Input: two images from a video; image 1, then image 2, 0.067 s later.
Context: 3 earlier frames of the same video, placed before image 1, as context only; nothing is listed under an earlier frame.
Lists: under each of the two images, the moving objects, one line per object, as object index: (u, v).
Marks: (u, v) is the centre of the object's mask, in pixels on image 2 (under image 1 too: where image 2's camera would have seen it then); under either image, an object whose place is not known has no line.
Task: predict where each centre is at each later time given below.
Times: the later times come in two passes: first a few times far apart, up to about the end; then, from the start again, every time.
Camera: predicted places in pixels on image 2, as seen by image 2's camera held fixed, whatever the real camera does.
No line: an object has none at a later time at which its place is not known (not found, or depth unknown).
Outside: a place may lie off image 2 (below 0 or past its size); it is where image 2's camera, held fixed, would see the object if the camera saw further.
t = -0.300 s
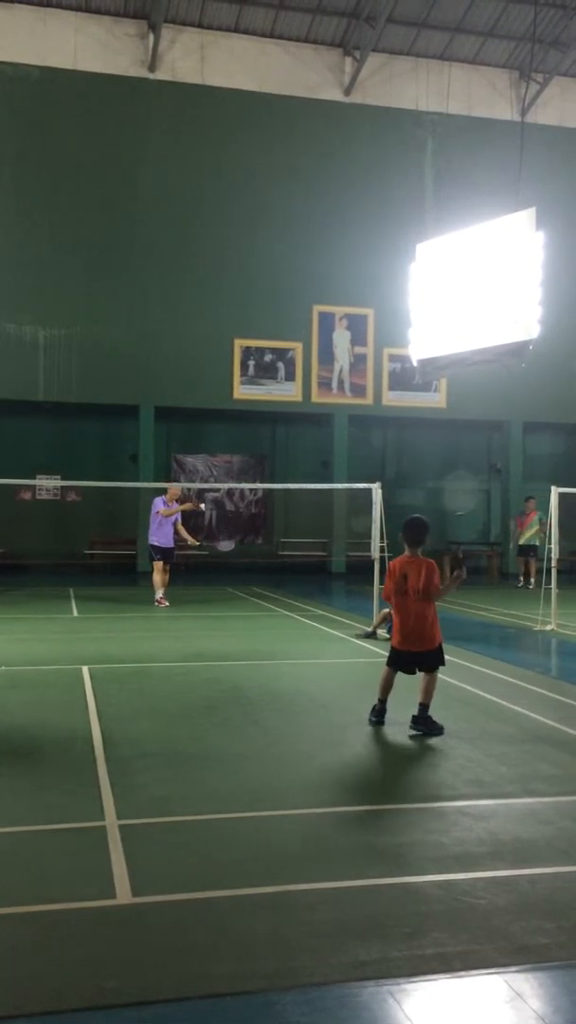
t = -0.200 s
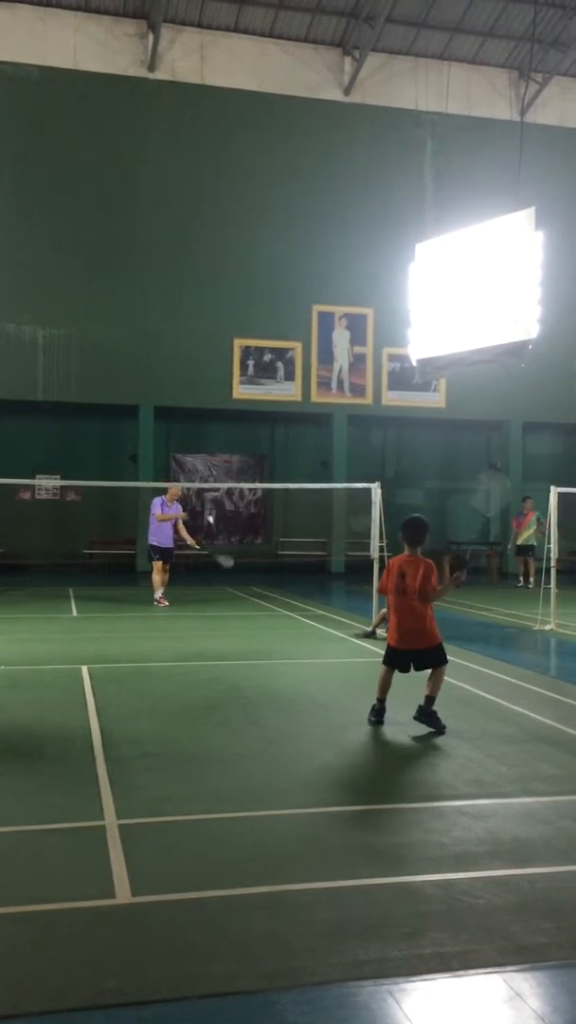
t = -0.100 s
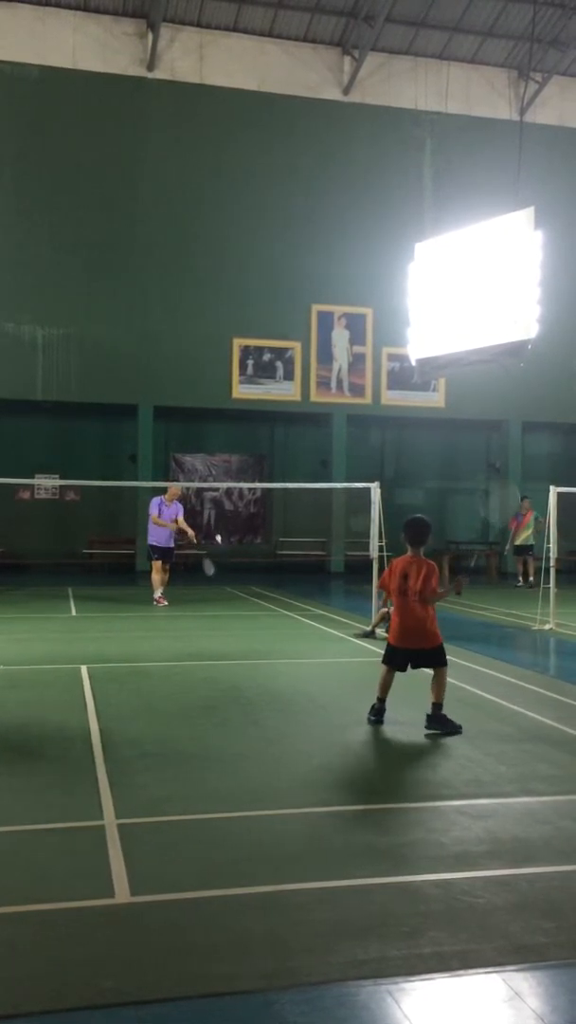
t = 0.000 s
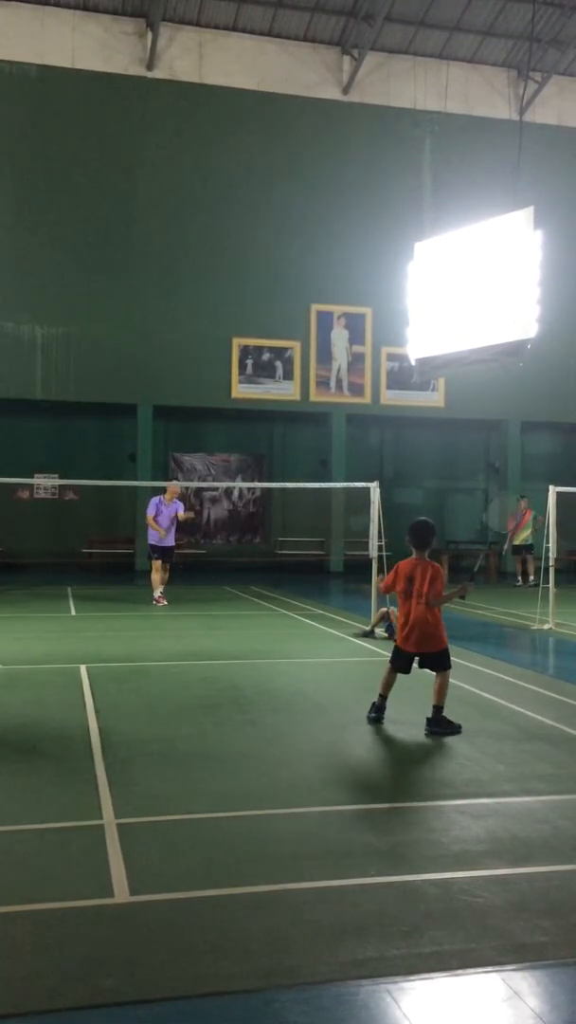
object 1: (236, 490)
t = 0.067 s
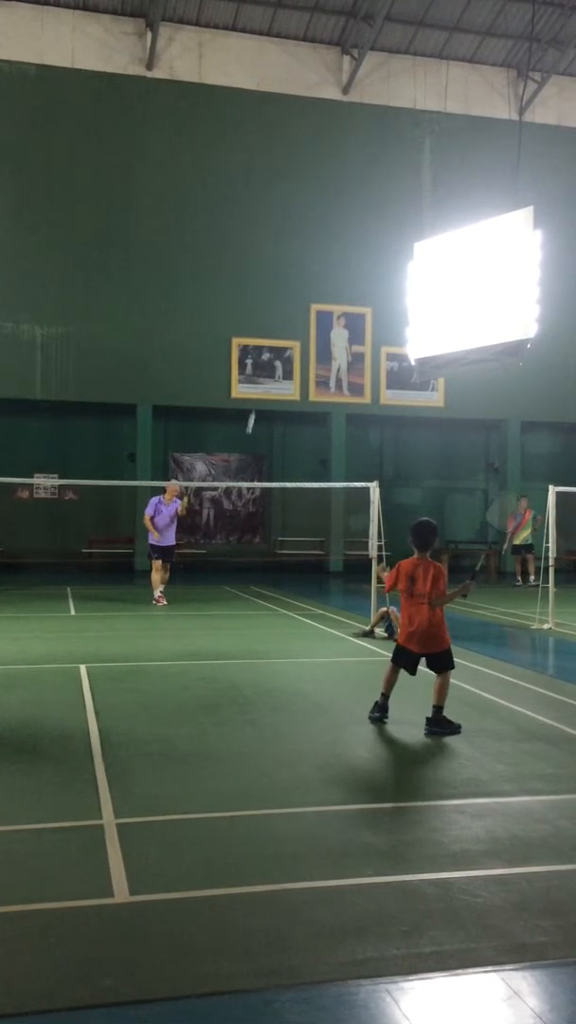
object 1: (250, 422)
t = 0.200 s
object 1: (276, 322)
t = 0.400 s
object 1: (306, 220)
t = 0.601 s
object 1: (334, 162)
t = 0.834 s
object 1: (361, 148)
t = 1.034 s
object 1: (379, 188)
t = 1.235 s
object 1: (395, 275)
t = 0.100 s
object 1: (258, 394)
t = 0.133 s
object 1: (265, 362)
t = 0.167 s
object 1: (270, 344)
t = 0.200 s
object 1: (276, 322)
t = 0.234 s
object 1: (281, 301)
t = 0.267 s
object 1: (286, 283)
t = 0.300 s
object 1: (291, 265)
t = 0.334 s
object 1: (297, 248)
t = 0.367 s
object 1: (301, 234)
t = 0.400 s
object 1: (306, 220)
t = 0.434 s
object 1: (311, 207)
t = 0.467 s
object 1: (316, 195)
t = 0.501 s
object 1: (321, 186)
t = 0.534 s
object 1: (325, 176)
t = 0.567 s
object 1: (329, 169)
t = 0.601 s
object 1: (334, 162)
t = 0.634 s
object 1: (338, 156)
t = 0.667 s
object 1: (342, 151)
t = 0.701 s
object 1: (346, 148)
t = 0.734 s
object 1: (350, 146)
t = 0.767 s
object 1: (354, 145)
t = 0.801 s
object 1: (357, 146)
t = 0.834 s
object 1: (361, 148)
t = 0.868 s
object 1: (364, 151)
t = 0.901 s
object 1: (368, 155)
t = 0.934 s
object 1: (371, 161)
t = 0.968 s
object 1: (374, 169)
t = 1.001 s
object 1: (377, 178)
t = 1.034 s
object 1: (379, 188)
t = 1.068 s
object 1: (382, 199)
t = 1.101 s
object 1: (385, 213)
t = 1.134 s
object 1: (387, 226)
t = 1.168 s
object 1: (390, 241)
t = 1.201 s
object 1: (392, 257)
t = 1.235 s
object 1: (395, 275)
